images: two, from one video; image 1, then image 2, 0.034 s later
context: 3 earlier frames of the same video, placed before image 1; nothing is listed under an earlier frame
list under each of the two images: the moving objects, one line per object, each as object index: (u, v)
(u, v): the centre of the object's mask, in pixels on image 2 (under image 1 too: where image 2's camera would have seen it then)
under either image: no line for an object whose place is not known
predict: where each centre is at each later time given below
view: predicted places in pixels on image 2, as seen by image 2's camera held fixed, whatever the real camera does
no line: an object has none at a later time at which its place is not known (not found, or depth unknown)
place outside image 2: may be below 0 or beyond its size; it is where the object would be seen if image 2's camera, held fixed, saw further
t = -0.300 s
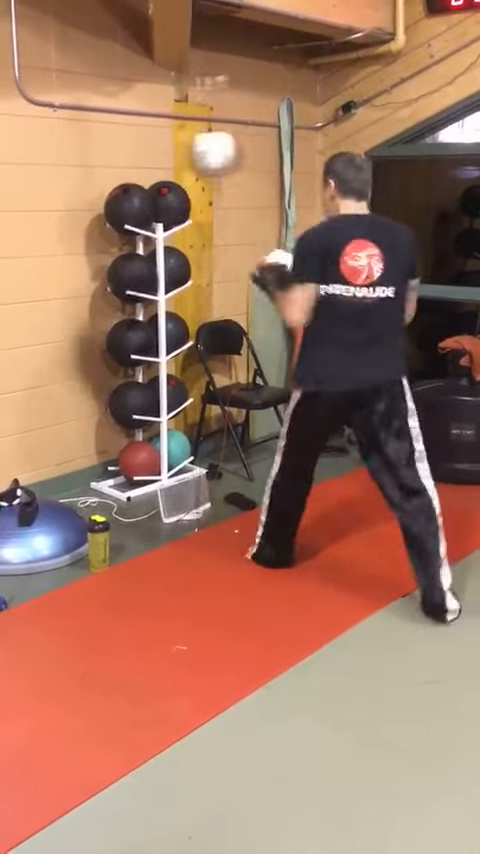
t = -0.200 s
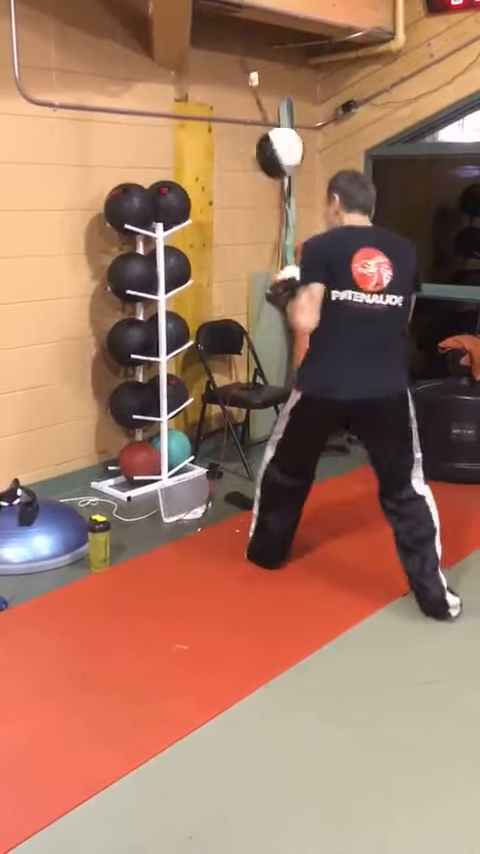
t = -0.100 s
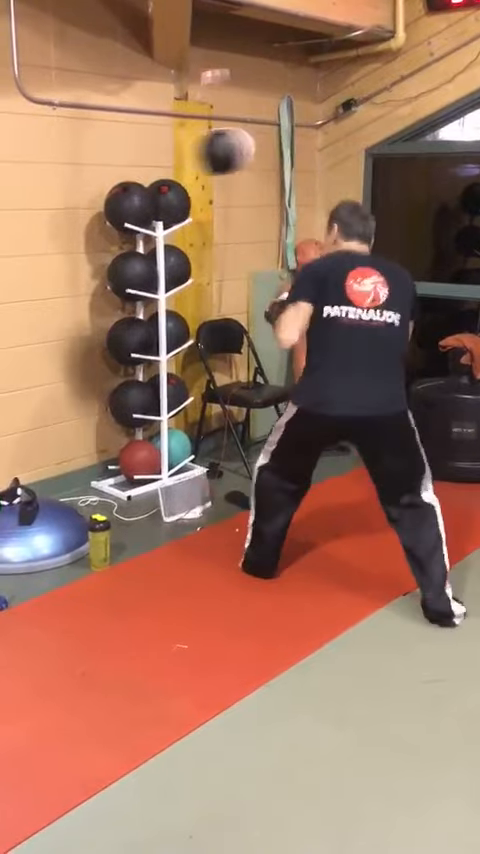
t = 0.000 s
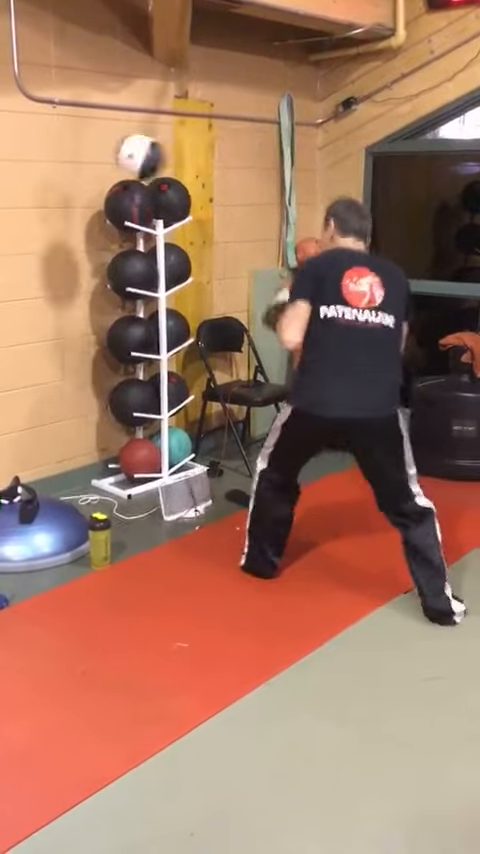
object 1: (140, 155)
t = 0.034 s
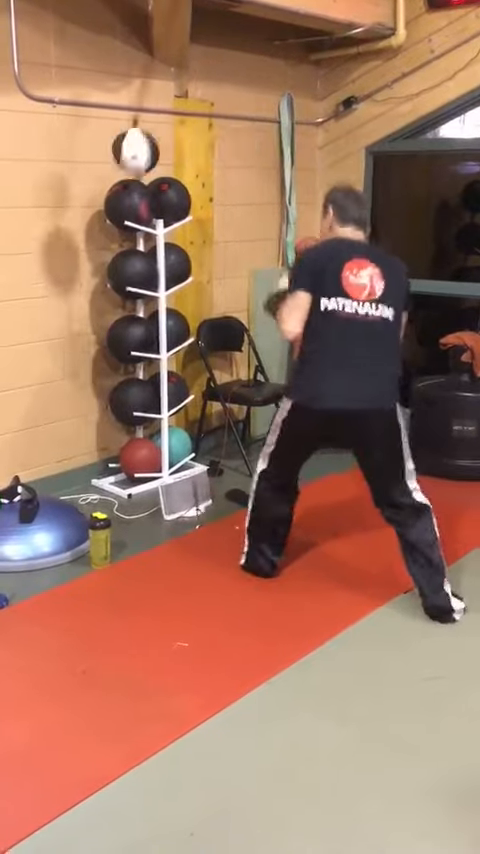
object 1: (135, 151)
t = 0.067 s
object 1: (145, 143)
